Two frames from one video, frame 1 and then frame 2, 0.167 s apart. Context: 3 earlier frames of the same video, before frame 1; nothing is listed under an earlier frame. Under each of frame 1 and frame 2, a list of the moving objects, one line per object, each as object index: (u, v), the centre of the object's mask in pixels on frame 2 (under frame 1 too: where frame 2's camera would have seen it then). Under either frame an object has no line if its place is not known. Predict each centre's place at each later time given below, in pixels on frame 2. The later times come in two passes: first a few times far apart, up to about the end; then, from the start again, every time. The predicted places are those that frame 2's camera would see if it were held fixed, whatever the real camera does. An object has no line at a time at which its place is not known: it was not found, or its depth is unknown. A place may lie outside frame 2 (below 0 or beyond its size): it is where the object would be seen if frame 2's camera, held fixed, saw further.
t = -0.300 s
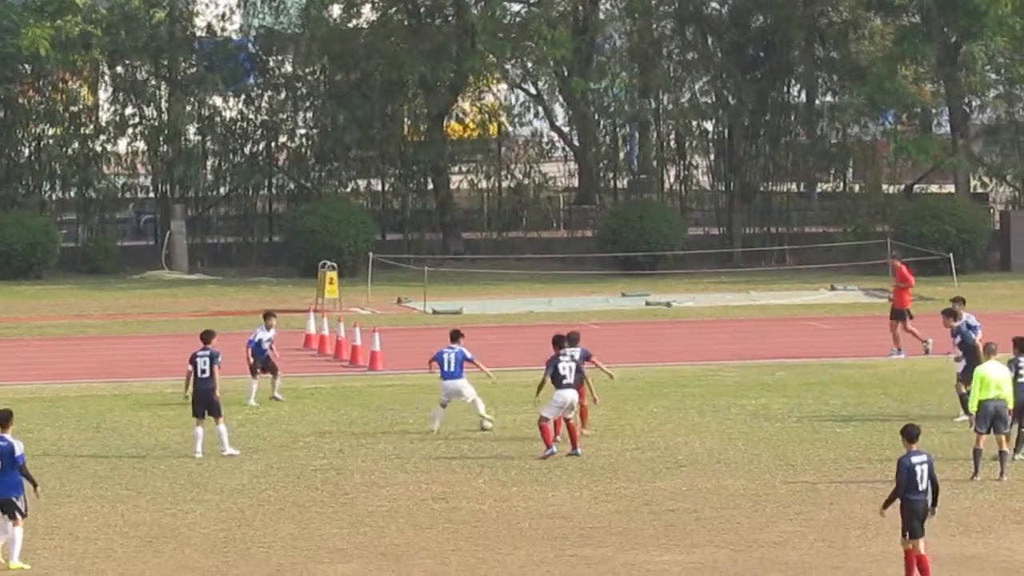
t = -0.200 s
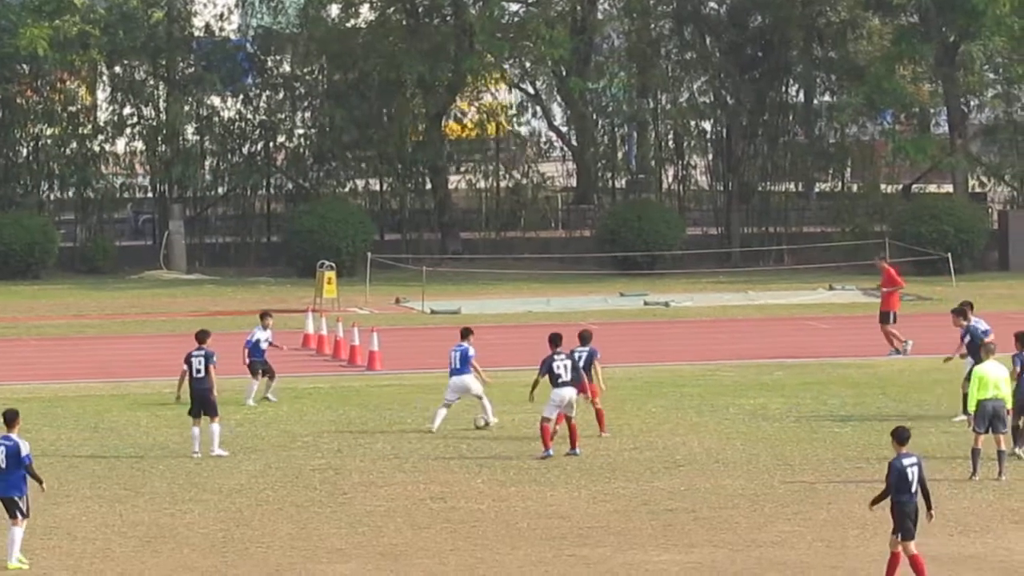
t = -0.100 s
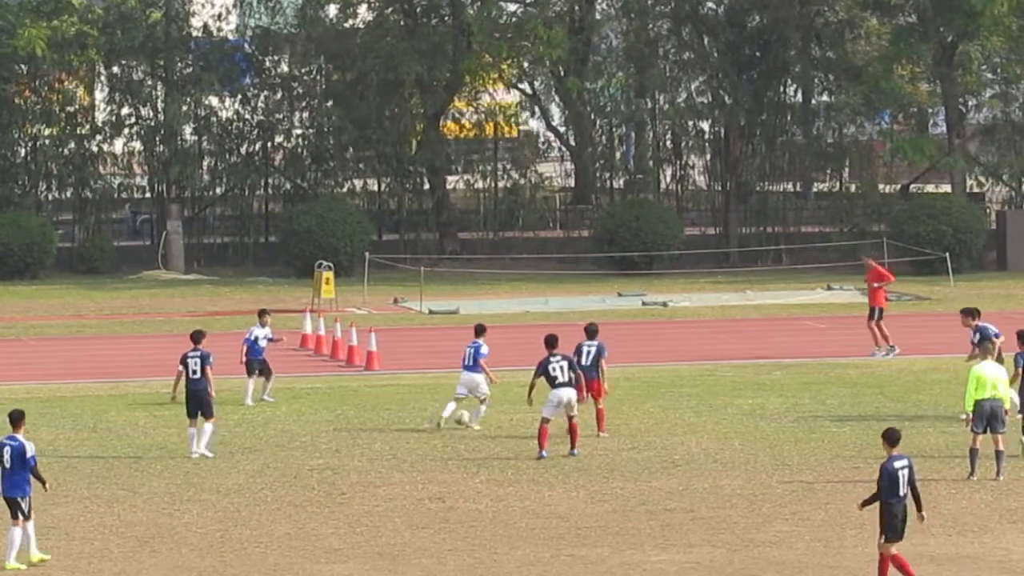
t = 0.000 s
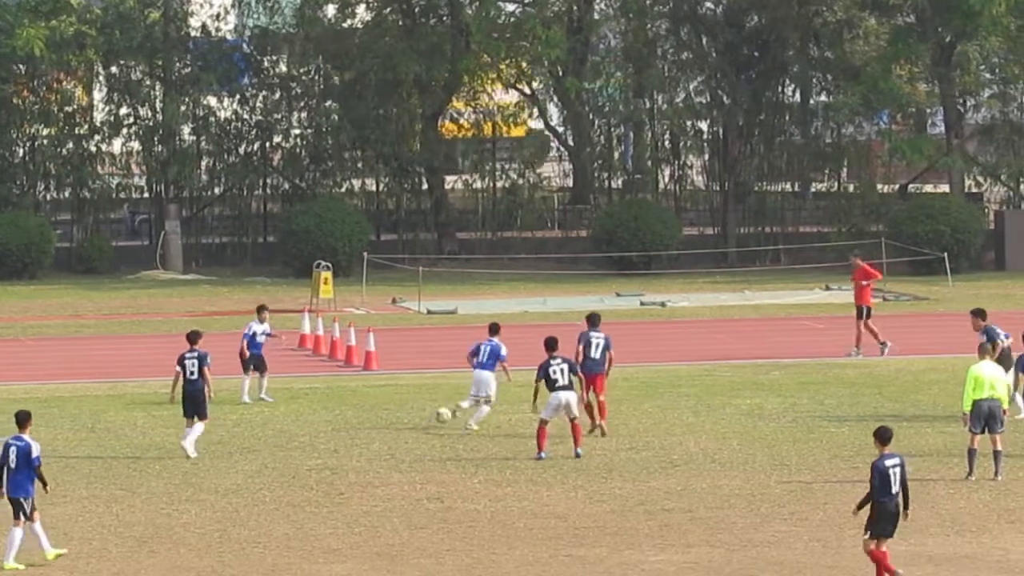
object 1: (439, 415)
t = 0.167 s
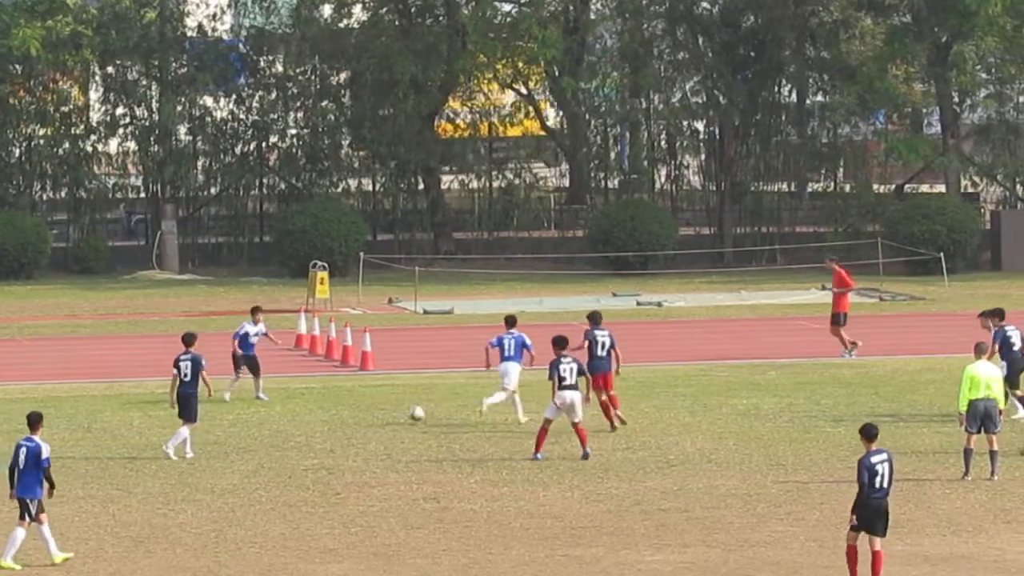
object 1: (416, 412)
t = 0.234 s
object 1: (410, 411)
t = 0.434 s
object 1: (393, 409)
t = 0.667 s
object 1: (370, 408)
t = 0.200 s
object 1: (414, 412)
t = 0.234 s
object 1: (410, 411)
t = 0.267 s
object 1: (407, 412)
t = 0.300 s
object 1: (404, 413)
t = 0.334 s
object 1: (401, 414)
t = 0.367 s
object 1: (398, 412)
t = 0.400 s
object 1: (394, 410)
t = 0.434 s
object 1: (393, 409)
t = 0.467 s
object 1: (388, 408)
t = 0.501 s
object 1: (385, 408)
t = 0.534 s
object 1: (382, 410)
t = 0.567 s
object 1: (379, 410)
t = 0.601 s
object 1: (376, 409)
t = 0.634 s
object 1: (373, 409)
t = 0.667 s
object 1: (370, 408)
